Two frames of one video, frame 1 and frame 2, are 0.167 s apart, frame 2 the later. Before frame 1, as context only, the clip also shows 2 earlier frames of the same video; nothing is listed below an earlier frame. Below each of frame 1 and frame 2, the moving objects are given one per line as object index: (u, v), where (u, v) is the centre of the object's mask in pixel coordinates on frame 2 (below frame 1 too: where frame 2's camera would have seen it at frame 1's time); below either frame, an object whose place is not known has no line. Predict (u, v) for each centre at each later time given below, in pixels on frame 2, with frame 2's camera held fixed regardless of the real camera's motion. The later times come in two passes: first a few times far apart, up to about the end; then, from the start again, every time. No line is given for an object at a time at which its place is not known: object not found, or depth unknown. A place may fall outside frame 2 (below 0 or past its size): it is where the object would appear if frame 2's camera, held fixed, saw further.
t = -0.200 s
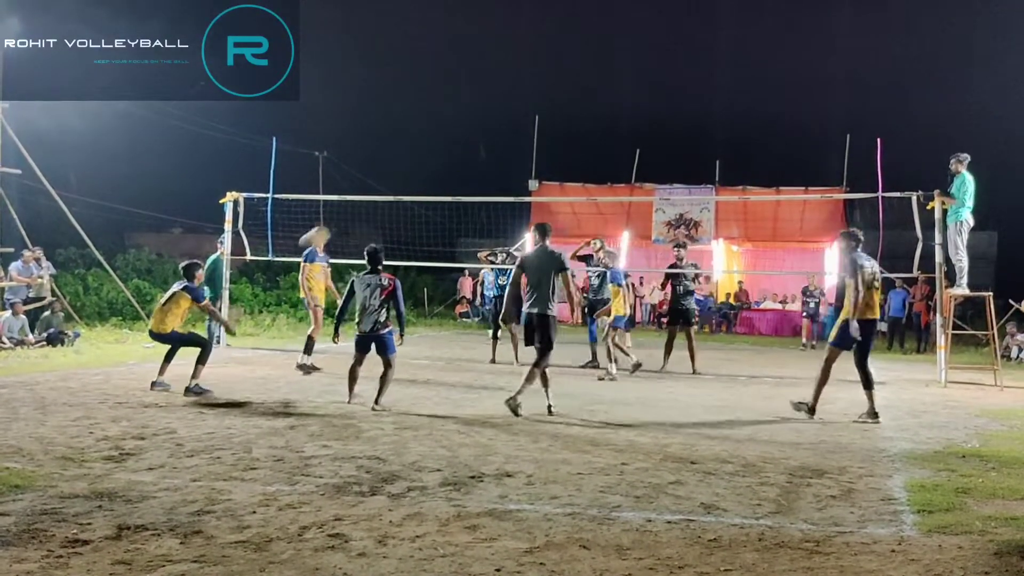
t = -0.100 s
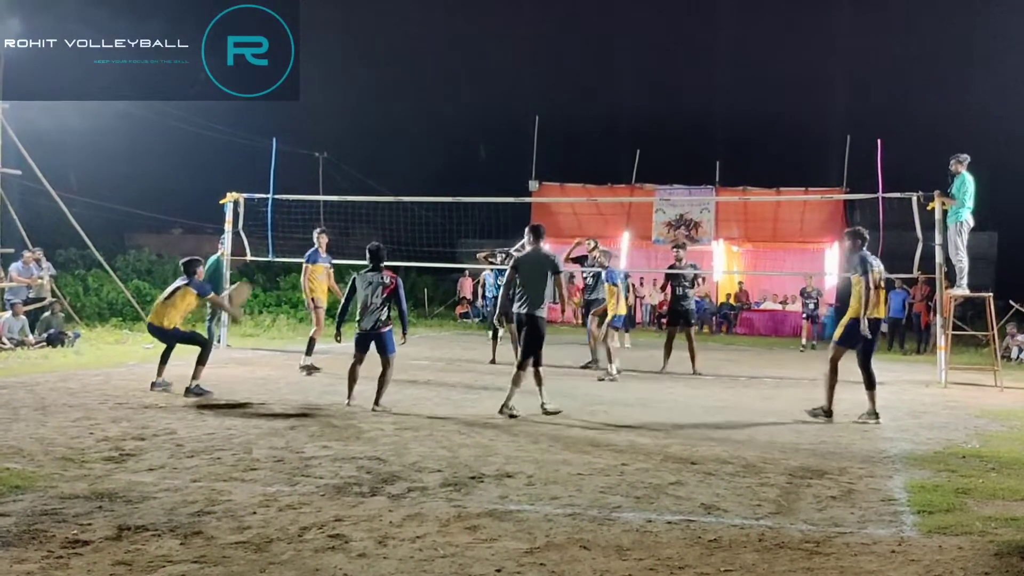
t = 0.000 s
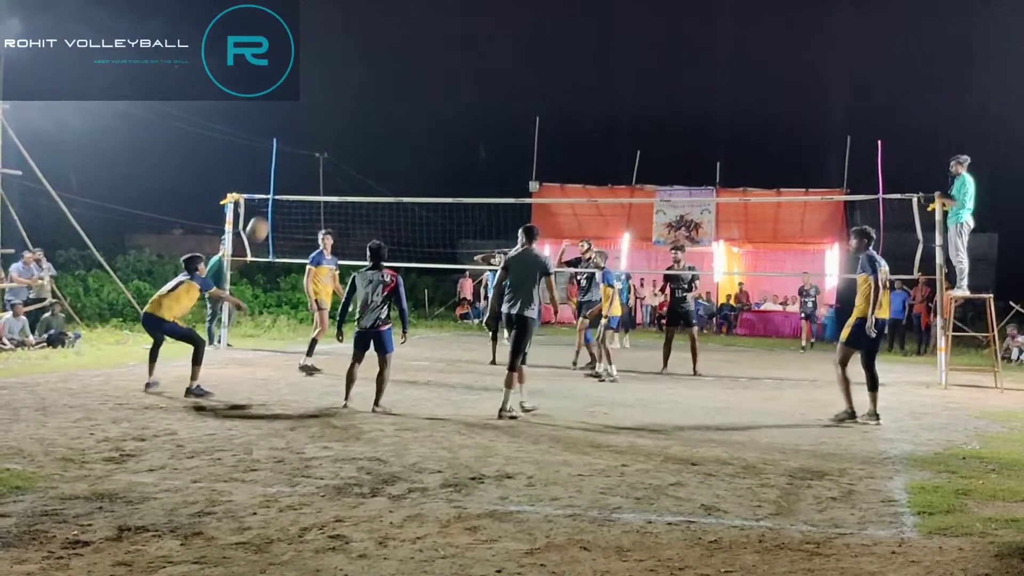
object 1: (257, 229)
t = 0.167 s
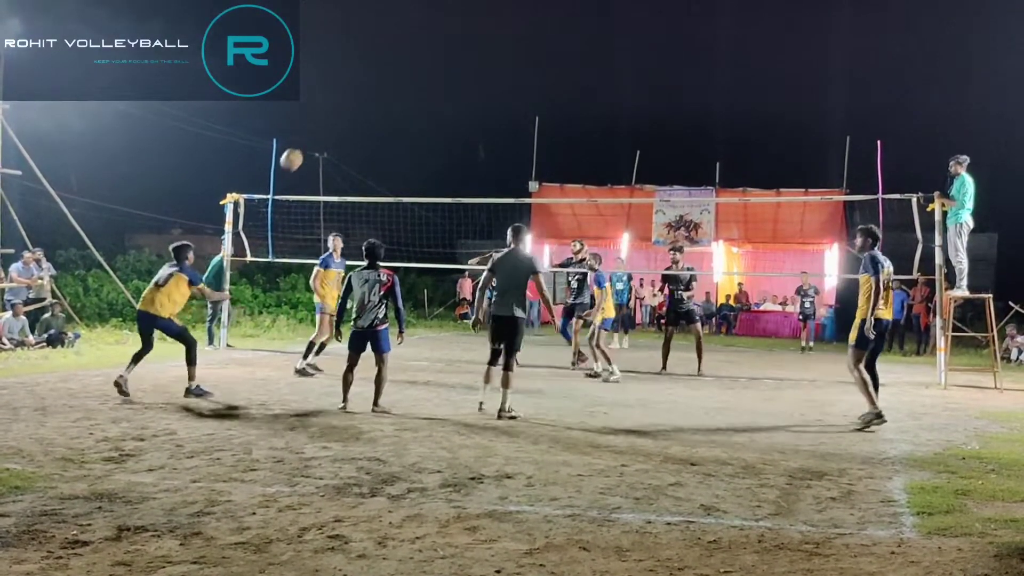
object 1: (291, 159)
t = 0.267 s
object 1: (309, 132)
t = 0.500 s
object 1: (344, 102)
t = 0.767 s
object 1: (376, 118)
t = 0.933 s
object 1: (394, 151)
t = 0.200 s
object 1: (297, 149)
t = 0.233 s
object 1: (303, 141)
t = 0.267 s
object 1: (309, 132)
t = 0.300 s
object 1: (315, 125)
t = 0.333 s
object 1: (320, 119)
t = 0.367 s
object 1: (325, 114)
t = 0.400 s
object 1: (330, 109)
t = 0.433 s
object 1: (335, 106)
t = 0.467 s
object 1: (339, 104)
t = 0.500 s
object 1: (344, 102)
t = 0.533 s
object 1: (348, 101)
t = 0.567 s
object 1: (353, 101)
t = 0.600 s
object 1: (357, 102)
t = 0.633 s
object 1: (360, 104)
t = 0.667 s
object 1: (365, 106)
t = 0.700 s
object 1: (369, 109)
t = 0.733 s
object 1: (373, 113)
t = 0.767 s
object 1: (376, 118)
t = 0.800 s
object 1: (380, 123)
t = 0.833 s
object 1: (383, 129)
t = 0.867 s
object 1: (387, 136)
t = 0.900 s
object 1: (390, 143)
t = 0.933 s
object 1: (394, 151)
